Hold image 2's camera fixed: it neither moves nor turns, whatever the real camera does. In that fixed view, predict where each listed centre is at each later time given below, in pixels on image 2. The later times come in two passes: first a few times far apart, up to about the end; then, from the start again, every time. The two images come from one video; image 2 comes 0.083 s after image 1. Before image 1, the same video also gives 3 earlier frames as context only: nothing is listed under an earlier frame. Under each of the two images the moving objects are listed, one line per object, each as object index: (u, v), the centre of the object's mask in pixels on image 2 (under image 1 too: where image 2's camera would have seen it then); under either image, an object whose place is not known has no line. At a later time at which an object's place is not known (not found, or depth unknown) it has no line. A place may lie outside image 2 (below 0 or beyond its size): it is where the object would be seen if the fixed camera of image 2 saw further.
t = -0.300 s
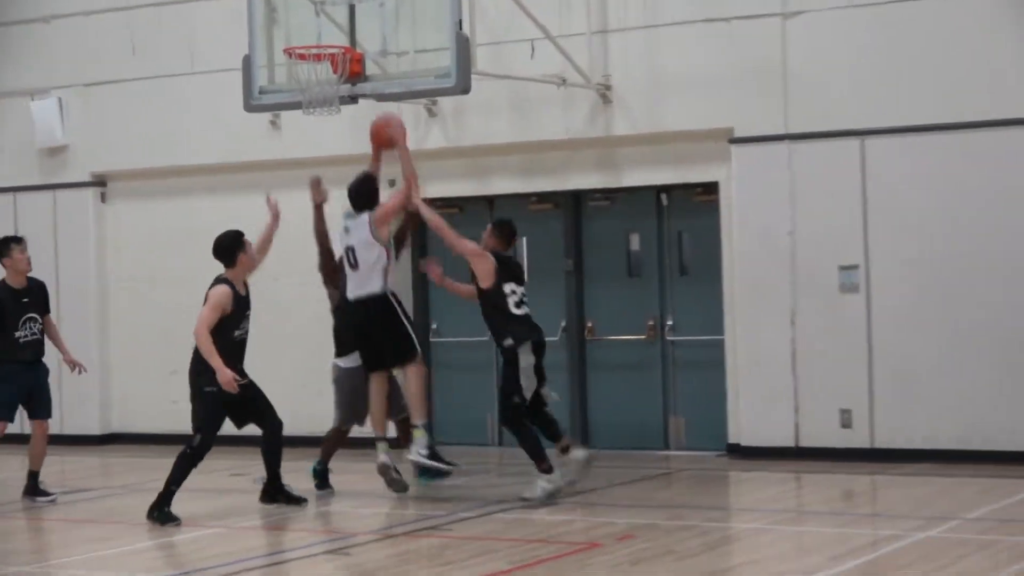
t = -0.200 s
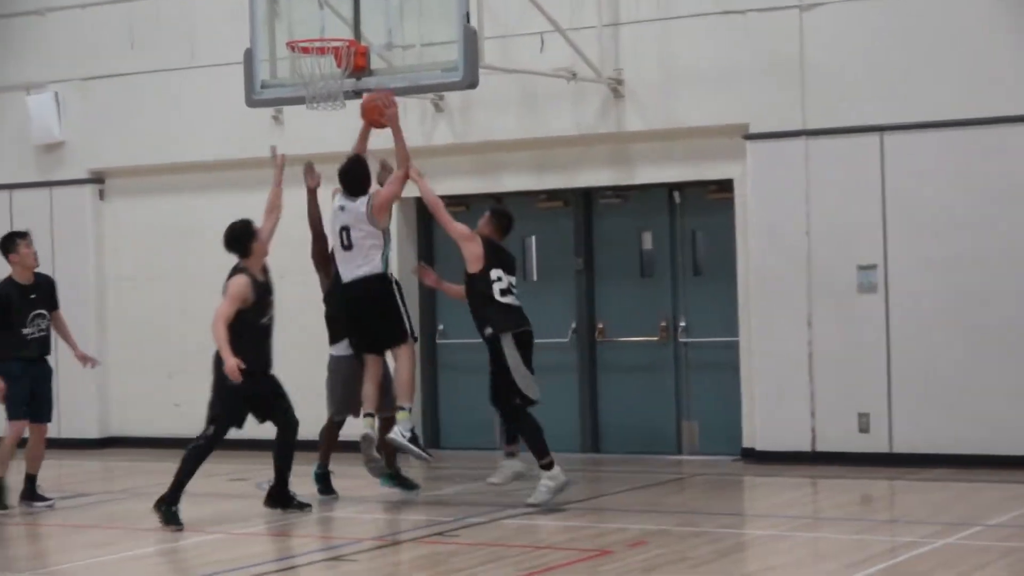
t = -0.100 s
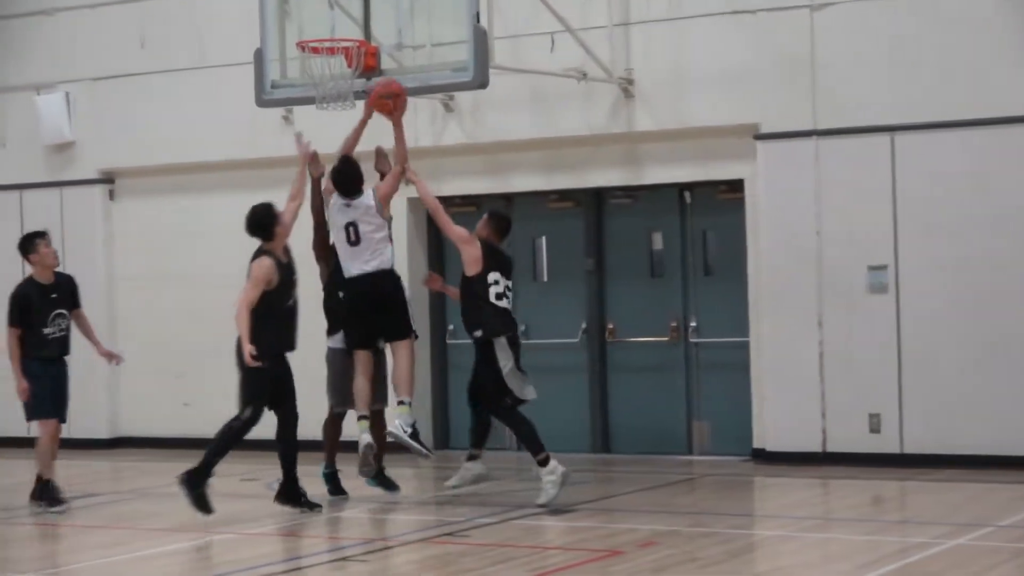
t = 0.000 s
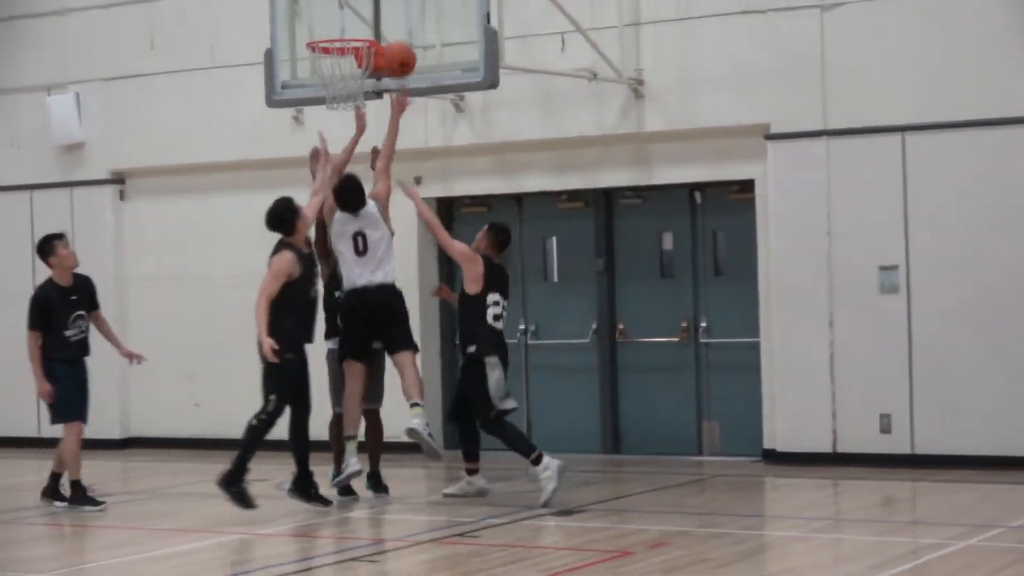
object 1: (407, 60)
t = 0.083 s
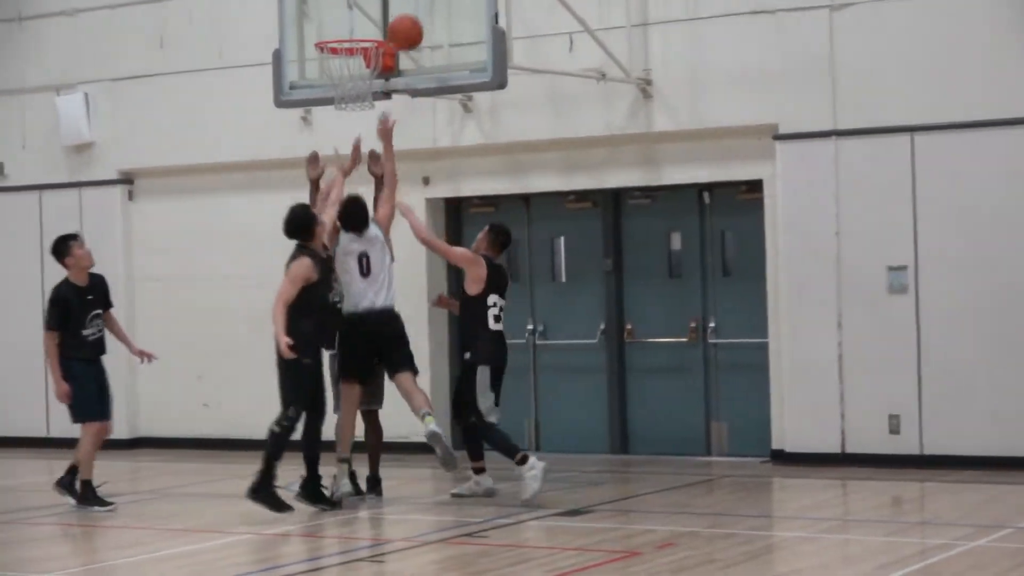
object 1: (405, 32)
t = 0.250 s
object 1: (404, 12)
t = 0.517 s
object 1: (345, 46)
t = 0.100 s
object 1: (404, 28)
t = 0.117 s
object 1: (404, 25)
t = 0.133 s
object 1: (404, 21)
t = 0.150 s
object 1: (404, 18)
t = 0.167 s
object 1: (404, 16)
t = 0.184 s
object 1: (404, 15)
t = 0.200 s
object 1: (404, 14)
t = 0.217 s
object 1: (404, 13)
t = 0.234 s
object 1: (404, 13)
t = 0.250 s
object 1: (404, 12)
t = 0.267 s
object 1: (403, 12)
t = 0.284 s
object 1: (400, 12)
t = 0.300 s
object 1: (395, 13)
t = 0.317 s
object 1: (390, 13)
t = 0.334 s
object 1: (386, 14)
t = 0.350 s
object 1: (382, 16)
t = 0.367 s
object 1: (377, 18)
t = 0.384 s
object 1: (373, 20)
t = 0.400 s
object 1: (369, 23)
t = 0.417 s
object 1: (364, 25)
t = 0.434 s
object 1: (360, 27)
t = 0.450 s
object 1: (355, 35)
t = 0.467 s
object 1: (352, 39)
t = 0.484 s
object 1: (350, 41)
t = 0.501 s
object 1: (347, 43)
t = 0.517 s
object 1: (345, 46)
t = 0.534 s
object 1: (343, 50)
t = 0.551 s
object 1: (340, 53)
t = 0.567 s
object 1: (338, 59)
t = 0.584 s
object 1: (336, 63)
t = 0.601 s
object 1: (334, 65)
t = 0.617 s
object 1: (331, 71)
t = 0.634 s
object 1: (330, 75)
